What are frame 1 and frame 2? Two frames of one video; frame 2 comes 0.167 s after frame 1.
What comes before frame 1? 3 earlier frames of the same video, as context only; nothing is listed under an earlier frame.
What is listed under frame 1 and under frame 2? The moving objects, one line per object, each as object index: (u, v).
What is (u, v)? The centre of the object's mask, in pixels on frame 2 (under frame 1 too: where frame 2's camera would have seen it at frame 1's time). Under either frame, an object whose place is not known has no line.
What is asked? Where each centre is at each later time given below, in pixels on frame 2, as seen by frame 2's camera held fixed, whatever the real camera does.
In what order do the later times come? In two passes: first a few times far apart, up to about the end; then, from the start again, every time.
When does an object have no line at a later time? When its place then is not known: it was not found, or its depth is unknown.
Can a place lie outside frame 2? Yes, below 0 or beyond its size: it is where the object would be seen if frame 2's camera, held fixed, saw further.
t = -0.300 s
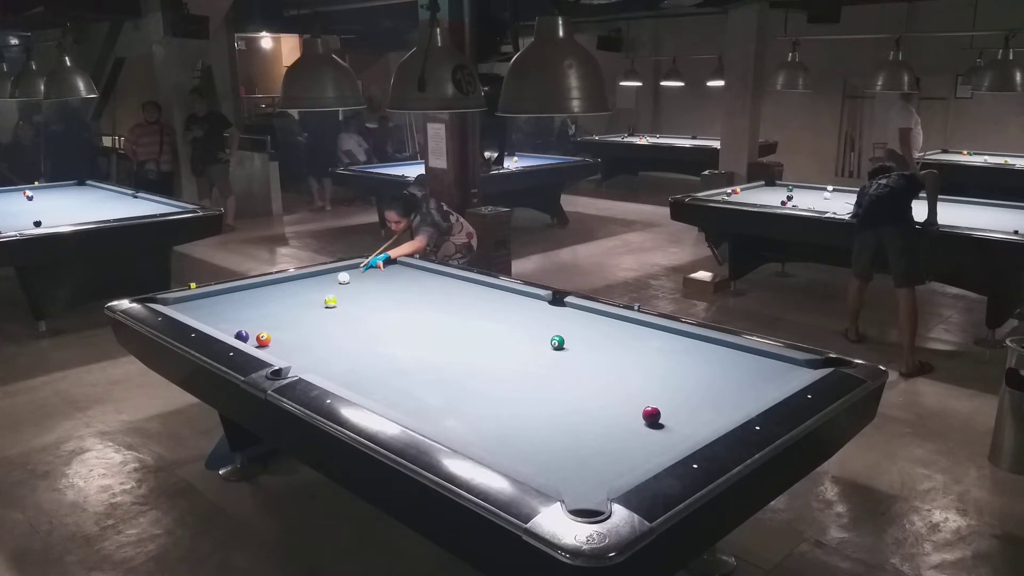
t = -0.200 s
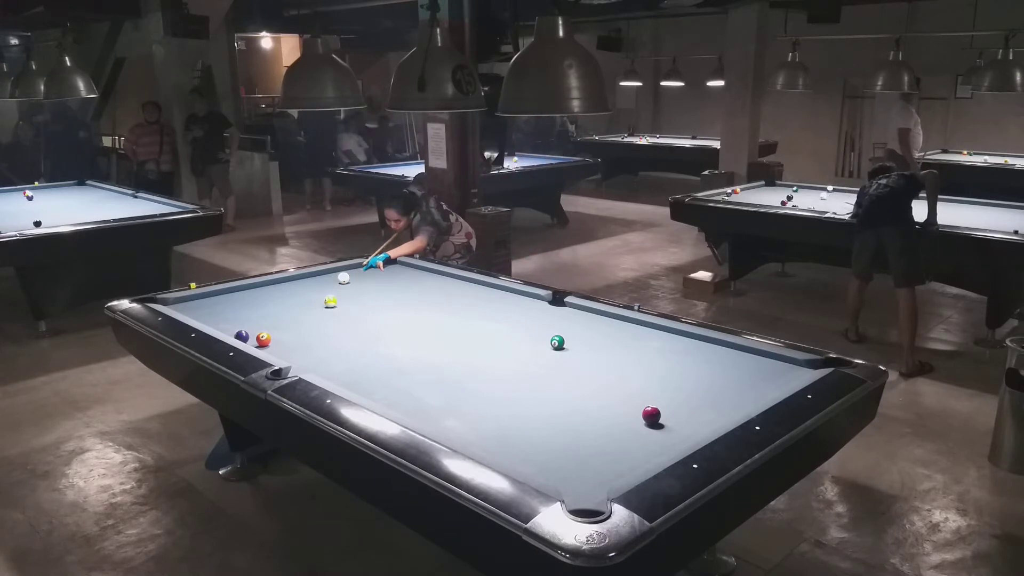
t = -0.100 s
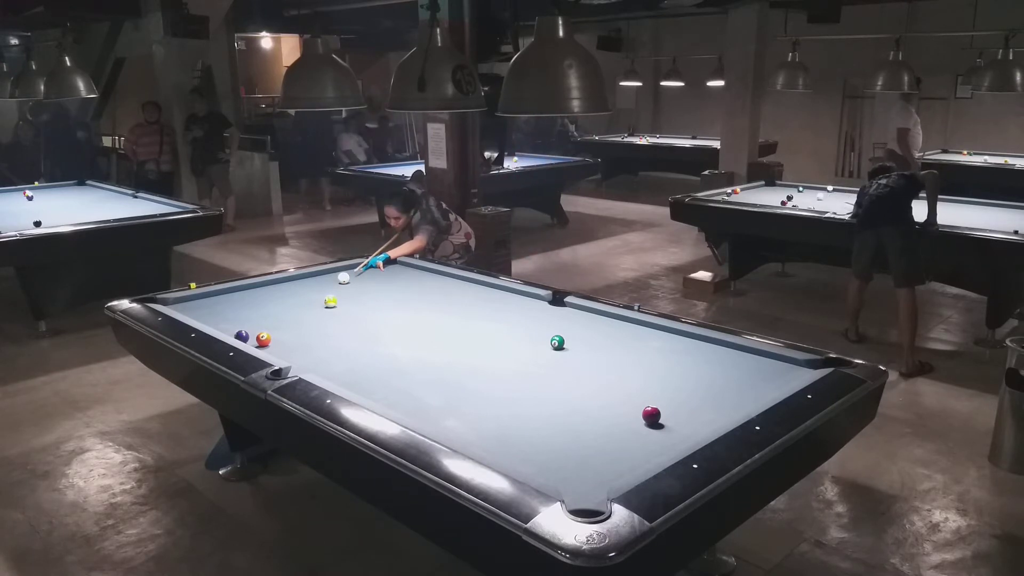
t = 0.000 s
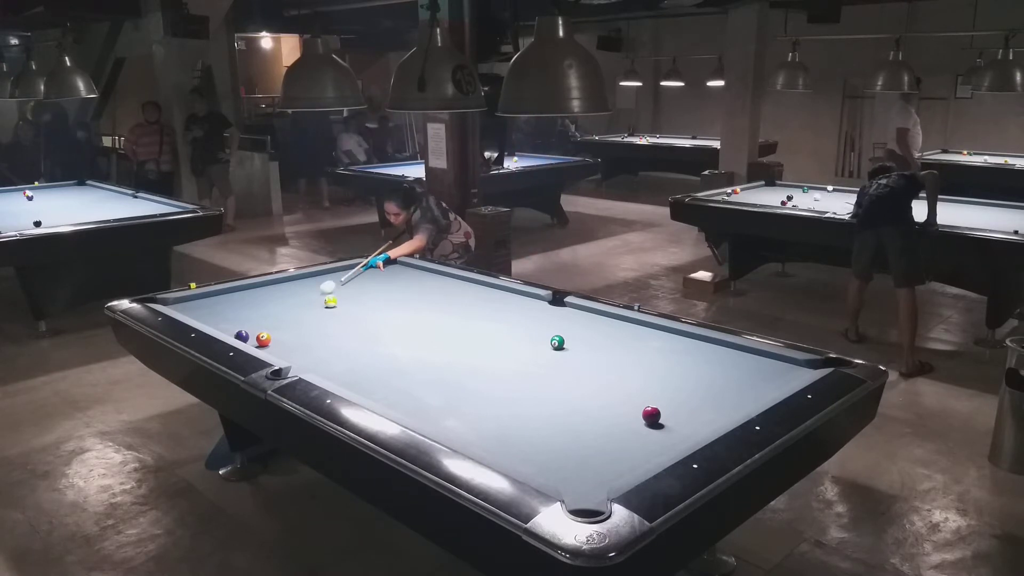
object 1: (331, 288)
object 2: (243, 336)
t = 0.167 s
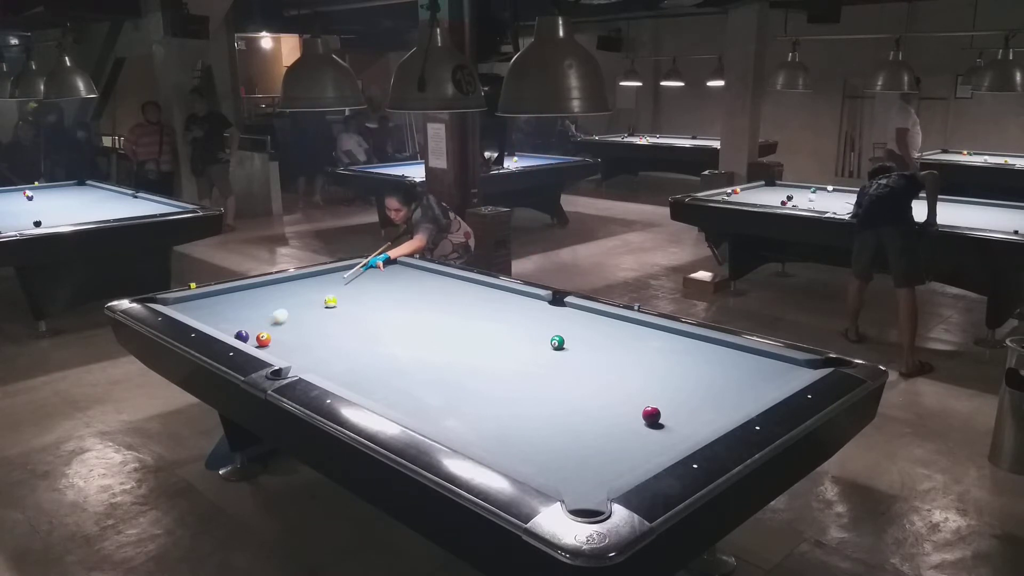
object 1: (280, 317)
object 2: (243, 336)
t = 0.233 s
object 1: (260, 327)
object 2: (243, 336)
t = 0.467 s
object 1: (317, 335)
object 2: (252, 337)
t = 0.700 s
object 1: (373, 344)
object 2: (260, 333)
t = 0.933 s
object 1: (432, 353)
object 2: (268, 330)
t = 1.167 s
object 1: (493, 361)
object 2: (275, 329)
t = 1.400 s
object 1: (556, 368)
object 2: (279, 329)
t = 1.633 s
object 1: (622, 377)
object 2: (282, 329)
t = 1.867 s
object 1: (690, 386)
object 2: (283, 328)
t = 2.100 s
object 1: (760, 393)
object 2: (284, 328)
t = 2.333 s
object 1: (739, 378)
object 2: (284, 328)
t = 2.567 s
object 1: (718, 362)
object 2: (284, 328)
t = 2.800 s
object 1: (700, 348)
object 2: (284, 328)
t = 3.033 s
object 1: (684, 336)
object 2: (284, 328)
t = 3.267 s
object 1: (660, 333)
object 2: (283, 328)
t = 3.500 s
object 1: (636, 331)
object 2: (283, 328)
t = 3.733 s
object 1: (613, 329)
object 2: (283, 328)
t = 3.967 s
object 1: (593, 328)
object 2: (284, 328)
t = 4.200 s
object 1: (573, 326)
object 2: (283, 328)
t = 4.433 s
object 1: (556, 325)
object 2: (283, 328)
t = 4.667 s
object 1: (539, 324)
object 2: (283, 328)
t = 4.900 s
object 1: (523, 323)
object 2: (283, 328)
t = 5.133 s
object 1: (510, 322)
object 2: (283, 328)
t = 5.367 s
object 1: (497, 320)
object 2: (283, 328)
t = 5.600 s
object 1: (486, 319)
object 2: (283, 328)
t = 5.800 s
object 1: (476, 319)
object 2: (283, 328)
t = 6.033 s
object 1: (467, 318)
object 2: (284, 328)
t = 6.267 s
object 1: (459, 317)
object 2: (284, 328)
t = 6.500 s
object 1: (450, 317)
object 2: (284, 328)
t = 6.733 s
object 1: (444, 316)
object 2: (283, 328)
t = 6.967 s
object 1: (438, 316)
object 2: (284, 328)
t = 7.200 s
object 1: (434, 316)
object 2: (284, 328)
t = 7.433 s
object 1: (431, 316)
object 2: (283, 328)
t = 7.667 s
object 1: (429, 315)
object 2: (283, 328)
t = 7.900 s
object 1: (428, 315)
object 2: (283, 328)
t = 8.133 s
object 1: (428, 314)
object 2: (283, 328)
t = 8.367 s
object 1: (428, 314)
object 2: (283, 328)
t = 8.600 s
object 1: (426, 315)
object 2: (283, 328)
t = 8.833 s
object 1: (428, 314)
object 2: (283, 328)
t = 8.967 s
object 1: (427, 315)
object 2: (283, 328)
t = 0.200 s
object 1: (271, 322)
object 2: (243, 336)
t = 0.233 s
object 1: (260, 327)
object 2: (243, 336)
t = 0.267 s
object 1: (254, 332)
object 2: (240, 336)
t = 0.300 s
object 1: (262, 330)
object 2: (244, 337)
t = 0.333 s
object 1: (276, 333)
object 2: (246, 337)
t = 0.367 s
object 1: (287, 334)
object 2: (248, 337)
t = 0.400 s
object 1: (298, 334)
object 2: (250, 337)
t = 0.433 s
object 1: (308, 335)
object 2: (251, 337)
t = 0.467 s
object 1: (317, 335)
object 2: (252, 337)
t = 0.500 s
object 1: (326, 336)
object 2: (253, 337)
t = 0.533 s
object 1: (334, 337)
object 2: (254, 336)
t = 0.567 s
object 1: (342, 339)
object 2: (255, 335)
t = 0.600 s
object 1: (350, 340)
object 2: (256, 335)
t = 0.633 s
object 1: (357, 342)
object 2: (257, 334)
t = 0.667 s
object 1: (366, 342)
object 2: (258, 333)
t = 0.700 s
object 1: (373, 344)
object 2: (260, 333)
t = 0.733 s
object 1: (382, 345)
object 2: (261, 332)
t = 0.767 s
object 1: (390, 348)
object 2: (262, 332)
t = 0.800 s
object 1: (398, 349)
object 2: (263, 331)
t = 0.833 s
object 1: (407, 350)
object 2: (264, 331)
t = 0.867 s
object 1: (415, 351)
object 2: (266, 331)
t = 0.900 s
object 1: (423, 351)
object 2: (267, 330)
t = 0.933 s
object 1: (432, 353)
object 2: (268, 330)
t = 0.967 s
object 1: (440, 354)
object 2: (269, 330)
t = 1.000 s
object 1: (449, 354)
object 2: (270, 330)
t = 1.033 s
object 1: (457, 356)
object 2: (271, 330)
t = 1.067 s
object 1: (466, 357)
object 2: (272, 330)
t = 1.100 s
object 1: (475, 359)
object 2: (273, 330)
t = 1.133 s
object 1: (484, 361)
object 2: (274, 330)
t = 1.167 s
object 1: (493, 361)
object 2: (275, 329)
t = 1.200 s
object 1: (502, 362)
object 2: (276, 329)
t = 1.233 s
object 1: (510, 363)
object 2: (276, 329)
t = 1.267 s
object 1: (520, 365)
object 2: (277, 329)
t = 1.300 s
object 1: (529, 366)
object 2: (278, 329)
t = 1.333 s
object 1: (537, 367)
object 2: (278, 329)
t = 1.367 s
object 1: (547, 368)
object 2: (279, 329)
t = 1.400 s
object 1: (556, 368)
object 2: (279, 329)
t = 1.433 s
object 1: (565, 369)
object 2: (280, 329)
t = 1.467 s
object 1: (574, 370)
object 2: (280, 329)
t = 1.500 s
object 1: (583, 372)
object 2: (280, 329)
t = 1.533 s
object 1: (593, 374)
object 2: (281, 329)
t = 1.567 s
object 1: (603, 374)
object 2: (281, 329)
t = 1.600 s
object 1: (612, 375)
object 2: (281, 329)
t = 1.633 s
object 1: (622, 377)
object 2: (282, 329)
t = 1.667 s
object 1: (631, 378)
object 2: (282, 329)
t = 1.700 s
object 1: (641, 379)
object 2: (282, 329)
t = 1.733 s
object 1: (651, 381)
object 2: (282, 329)
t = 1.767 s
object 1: (660, 382)
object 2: (283, 329)
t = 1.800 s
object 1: (670, 383)
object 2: (283, 329)
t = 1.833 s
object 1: (680, 385)
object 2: (283, 328)
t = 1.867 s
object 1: (690, 386)
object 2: (283, 328)
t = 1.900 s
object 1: (700, 387)
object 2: (283, 328)
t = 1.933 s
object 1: (710, 388)
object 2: (283, 328)
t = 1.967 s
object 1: (720, 390)
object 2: (284, 328)
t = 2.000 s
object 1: (730, 392)
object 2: (284, 328)
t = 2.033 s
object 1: (740, 393)
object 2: (284, 328)
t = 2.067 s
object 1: (751, 394)
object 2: (284, 328)
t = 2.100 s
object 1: (760, 393)
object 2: (284, 328)
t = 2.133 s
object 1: (758, 393)
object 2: (284, 328)
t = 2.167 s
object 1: (756, 391)
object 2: (284, 328)
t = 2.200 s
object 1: (752, 388)
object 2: (284, 328)
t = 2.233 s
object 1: (749, 385)
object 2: (284, 328)
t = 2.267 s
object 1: (745, 383)
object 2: (284, 328)
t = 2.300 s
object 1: (742, 380)
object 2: (284, 328)
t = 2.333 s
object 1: (739, 378)
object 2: (284, 328)
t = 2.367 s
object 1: (736, 376)
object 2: (284, 328)
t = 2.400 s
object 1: (733, 373)
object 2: (284, 328)
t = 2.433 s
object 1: (730, 371)
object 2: (284, 328)
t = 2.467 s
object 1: (727, 369)
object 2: (284, 328)
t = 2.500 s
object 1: (724, 367)
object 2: (284, 328)
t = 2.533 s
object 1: (721, 364)
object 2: (284, 328)
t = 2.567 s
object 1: (718, 362)
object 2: (284, 328)
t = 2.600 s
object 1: (715, 360)
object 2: (284, 328)
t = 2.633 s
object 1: (713, 358)
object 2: (284, 328)
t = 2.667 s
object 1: (710, 356)
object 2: (284, 328)
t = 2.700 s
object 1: (708, 354)
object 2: (284, 328)
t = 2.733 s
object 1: (705, 352)
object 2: (284, 328)
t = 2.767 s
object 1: (703, 350)
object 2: (284, 328)
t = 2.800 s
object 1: (700, 348)
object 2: (284, 328)
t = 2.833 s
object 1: (698, 346)
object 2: (283, 328)
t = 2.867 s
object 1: (695, 345)
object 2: (283, 328)
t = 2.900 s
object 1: (693, 343)
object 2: (283, 328)
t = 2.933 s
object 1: (691, 341)
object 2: (283, 328)
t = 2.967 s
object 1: (689, 339)
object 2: (284, 328)
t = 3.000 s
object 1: (686, 337)
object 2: (283, 328)
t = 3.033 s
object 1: (684, 336)
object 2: (284, 328)
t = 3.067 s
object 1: (682, 335)
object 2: (284, 328)
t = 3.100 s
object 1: (679, 334)
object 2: (284, 328)
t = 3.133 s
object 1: (675, 334)
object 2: (283, 328)
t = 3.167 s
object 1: (671, 333)
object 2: (284, 328)
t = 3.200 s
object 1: (667, 333)
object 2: (284, 328)
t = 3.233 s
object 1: (664, 333)
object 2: (284, 328)
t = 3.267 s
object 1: (660, 333)
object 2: (283, 328)
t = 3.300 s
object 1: (657, 332)
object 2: (283, 328)
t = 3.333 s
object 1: (653, 332)
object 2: (283, 328)
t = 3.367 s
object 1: (650, 332)
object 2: (283, 328)
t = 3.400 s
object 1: (646, 331)
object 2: (283, 328)
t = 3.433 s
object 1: (642, 331)
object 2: (283, 328)
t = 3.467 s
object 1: (639, 331)
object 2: (283, 328)
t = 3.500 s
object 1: (636, 331)
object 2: (283, 328)
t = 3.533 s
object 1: (632, 331)
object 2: (283, 328)
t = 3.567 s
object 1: (629, 330)
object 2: (283, 328)
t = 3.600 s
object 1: (626, 330)
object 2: (283, 328)
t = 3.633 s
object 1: (623, 330)
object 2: (283, 328)
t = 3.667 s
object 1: (620, 330)
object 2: (283, 328)
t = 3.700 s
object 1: (616, 329)
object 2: (283, 328)
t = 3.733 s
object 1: (613, 329)
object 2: (283, 328)
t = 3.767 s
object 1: (610, 329)
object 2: (283, 328)
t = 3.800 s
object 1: (607, 329)
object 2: (283, 328)
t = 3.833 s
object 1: (604, 328)
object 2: (284, 328)
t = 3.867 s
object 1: (601, 328)
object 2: (284, 328)
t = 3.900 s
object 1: (599, 328)
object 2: (284, 328)
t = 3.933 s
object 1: (596, 328)
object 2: (284, 328)
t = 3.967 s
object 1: (593, 328)
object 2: (284, 328)
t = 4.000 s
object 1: (590, 328)
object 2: (284, 328)
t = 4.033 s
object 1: (587, 327)
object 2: (284, 328)
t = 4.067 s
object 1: (584, 327)
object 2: (284, 328)
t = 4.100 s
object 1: (581, 327)
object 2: (284, 328)
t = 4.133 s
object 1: (579, 327)
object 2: (283, 328)
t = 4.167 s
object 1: (576, 326)
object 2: (284, 328)
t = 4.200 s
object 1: (573, 326)
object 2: (283, 328)
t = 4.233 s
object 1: (571, 326)
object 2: (283, 328)
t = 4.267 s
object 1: (568, 326)
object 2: (284, 328)
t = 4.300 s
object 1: (565, 326)
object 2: (284, 328)
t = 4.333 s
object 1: (563, 326)
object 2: (284, 328)
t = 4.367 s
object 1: (560, 325)
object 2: (284, 328)
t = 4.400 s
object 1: (558, 325)
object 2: (284, 328)
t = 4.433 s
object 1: (556, 325)
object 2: (283, 328)
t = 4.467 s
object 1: (553, 325)
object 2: (283, 328)
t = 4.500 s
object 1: (551, 324)
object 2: (283, 328)
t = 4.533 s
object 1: (548, 324)
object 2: (283, 328)
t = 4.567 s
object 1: (546, 324)
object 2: (283, 328)
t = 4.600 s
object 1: (543, 324)
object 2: (283, 328)
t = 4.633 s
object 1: (541, 324)
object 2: (283, 328)
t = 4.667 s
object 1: (539, 324)
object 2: (283, 328)
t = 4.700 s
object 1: (536, 324)
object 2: (283, 328)
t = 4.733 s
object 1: (534, 323)
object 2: (283, 328)
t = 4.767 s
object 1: (532, 323)
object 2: (283, 328)
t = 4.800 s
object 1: (530, 323)
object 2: (283, 328)
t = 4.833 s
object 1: (528, 323)
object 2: (283, 328)
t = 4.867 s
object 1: (526, 323)
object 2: (283, 328)
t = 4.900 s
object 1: (523, 323)
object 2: (283, 328)
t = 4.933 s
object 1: (521, 323)
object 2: (283, 328)
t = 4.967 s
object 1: (519, 322)
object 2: (283, 328)
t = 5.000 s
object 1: (517, 322)
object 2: (283, 328)
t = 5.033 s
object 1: (516, 322)
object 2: (283, 328)
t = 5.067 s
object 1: (514, 322)
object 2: (283, 328)
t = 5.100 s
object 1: (511, 322)
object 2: (283, 328)
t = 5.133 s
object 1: (510, 322)
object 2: (283, 328)
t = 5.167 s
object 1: (508, 321)
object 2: (283, 328)
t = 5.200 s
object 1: (506, 321)
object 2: (283, 328)
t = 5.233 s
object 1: (504, 321)
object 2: (283, 328)
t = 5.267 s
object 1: (502, 321)
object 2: (283, 328)
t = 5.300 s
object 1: (500, 321)
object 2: (283, 328)
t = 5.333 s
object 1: (499, 320)
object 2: (283, 328)
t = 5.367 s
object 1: (497, 320)
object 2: (283, 328)
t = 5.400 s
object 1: (496, 320)
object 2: (283, 328)
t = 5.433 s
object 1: (493, 320)
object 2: (283, 328)
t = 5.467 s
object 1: (493, 320)
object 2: (283, 328)
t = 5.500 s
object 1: (491, 320)
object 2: (283, 328)
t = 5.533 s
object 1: (489, 320)
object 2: (283, 328)
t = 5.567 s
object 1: (487, 320)
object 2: (283, 328)
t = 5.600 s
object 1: (486, 319)
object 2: (283, 328)
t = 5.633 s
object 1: (484, 320)
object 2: (284, 328)
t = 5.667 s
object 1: (482, 319)
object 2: (284, 328)
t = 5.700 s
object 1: (480, 319)
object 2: (283, 328)
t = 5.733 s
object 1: (479, 319)
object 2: (283, 328)
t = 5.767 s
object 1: (477, 320)
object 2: (283, 328)
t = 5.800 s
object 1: (476, 319)
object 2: (283, 328)
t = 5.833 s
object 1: (475, 319)
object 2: (284, 328)
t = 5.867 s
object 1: (473, 319)
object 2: (284, 328)
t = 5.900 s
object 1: (472, 319)
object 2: (283, 328)
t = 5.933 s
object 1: (470, 319)
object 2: (284, 328)
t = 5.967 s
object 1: (469, 319)
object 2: (284, 328)
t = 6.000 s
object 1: (468, 319)
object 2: (284, 328)
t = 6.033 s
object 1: (467, 318)
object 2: (284, 328)
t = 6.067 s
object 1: (465, 318)
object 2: (284, 328)
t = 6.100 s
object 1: (464, 318)
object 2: (284, 328)
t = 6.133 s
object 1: (463, 317)
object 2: (284, 328)
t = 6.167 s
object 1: (461, 318)
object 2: (284, 328)
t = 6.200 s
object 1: (460, 318)
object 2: (284, 328)
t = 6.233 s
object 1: (460, 317)
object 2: (284, 328)
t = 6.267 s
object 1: (459, 317)
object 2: (284, 328)
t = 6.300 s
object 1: (457, 317)
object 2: (284, 328)
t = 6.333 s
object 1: (456, 317)
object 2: (284, 328)
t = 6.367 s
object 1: (455, 317)
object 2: (284, 328)
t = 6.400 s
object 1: (454, 317)
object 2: (284, 328)
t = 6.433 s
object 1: (453, 317)
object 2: (284, 328)
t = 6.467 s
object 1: (451, 317)
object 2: (284, 328)
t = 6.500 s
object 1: (450, 317)
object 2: (284, 328)
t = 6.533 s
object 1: (450, 316)
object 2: (284, 328)
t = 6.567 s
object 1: (449, 316)
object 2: (283, 328)
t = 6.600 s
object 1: (448, 316)
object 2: (284, 328)
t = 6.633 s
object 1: (447, 317)
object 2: (283, 328)
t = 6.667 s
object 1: (446, 317)
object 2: (283, 328)
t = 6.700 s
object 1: (445, 316)
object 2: (283, 328)
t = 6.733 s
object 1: (444, 316)
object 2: (283, 328)
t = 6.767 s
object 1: (443, 316)
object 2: (283, 328)
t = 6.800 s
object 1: (442, 316)
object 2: (283, 328)
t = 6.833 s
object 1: (441, 316)
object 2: (283, 328)
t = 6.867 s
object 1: (441, 316)
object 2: (283, 328)
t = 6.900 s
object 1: (440, 316)
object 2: (284, 328)
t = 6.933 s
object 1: (439, 316)
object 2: (284, 328)
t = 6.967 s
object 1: (438, 316)
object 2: (284, 328)
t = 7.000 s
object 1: (438, 316)
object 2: (284, 328)
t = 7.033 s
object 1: (437, 316)
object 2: (284, 328)
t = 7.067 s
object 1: (437, 316)
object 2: (283, 328)
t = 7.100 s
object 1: (436, 316)
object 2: (283, 328)
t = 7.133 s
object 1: (435, 316)
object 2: (283, 328)
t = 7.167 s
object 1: (435, 316)
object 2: (284, 328)
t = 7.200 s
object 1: (434, 316)
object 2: (284, 328)
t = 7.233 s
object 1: (433, 316)
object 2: (283, 328)
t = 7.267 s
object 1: (433, 316)
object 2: (284, 328)
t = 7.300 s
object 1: (432, 316)
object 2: (283, 328)
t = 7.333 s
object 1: (432, 316)
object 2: (283, 328)
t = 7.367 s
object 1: (432, 316)
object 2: (283, 328)
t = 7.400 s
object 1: (431, 316)
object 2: (284, 328)
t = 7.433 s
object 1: (431, 316)
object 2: (283, 328)
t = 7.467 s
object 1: (430, 316)
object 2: (283, 328)
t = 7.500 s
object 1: (430, 316)
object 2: (283, 328)
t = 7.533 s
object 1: (429, 316)
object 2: (283, 328)
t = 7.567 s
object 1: (429, 316)
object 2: (283, 328)
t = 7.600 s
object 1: (429, 316)
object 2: (283, 328)
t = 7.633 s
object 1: (428, 315)
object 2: (283, 328)
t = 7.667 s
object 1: (429, 315)
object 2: (283, 328)
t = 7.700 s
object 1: (428, 316)
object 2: (283, 328)
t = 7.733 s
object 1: (428, 316)
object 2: (283, 328)
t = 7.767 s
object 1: (427, 315)
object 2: (283, 328)
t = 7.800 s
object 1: (428, 315)
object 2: (283, 328)
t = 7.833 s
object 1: (427, 315)
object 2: (283, 328)
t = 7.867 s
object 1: (428, 315)
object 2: (283, 328)
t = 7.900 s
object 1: (428, 315)
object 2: (283, 328)
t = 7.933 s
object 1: (428, 315)
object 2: (283, 328)
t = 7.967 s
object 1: (428, 315)
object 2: (283, 328)
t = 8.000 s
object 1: (428, 314)
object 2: (283, 328)
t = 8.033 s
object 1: (428, 315)
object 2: (283, 328)
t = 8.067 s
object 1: (427, 315)
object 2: (283, 328)
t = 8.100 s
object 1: (427, 315)
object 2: (283, 328)
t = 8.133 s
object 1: (428, 314)
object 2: (283, 328)
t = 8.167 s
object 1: (427, 315)
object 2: (284, 328)
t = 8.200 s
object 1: (427, 314)
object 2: (283, 328)
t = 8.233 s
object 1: (427, 314)
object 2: (283, 328)
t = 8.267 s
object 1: (427, 314)
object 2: (283, 328)
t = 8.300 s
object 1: (427, 314)
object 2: (283, 328)
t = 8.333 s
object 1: (428, 314)
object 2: (283, 328)
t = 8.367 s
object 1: (428, 314)
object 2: (283, 328)
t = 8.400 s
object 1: (427, 315)
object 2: (283, 328)
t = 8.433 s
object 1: (427, 315)
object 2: (283, 328)
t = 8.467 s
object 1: (428, 314)
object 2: (283, 328)
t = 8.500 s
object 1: (427, 315)
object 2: (283, 328)
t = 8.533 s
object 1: (427, 315)
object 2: (283, 328)
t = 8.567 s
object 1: (427, 315)
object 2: (283, 328)
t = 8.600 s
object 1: (426, 315)
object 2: (283, 328)
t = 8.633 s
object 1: (427, 314)
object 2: (283, 328)
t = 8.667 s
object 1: (428, 314)
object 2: (283, 328)
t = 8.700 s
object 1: (426, 315)
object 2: (283, 328)
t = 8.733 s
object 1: (427, 314)
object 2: (283, 328)
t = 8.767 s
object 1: (427, 314)
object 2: (283, 328)
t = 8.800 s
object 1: (426, 315)
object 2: (283, 328)
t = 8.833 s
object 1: (428, 314)
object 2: (283, 328)
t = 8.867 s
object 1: (427, 315)
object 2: (283, 328)
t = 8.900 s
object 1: (426, 315)
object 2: (283, 328)
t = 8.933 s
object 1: (428, 314)
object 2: (283, 328)
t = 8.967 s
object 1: (427, 315)
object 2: (283, 328)
